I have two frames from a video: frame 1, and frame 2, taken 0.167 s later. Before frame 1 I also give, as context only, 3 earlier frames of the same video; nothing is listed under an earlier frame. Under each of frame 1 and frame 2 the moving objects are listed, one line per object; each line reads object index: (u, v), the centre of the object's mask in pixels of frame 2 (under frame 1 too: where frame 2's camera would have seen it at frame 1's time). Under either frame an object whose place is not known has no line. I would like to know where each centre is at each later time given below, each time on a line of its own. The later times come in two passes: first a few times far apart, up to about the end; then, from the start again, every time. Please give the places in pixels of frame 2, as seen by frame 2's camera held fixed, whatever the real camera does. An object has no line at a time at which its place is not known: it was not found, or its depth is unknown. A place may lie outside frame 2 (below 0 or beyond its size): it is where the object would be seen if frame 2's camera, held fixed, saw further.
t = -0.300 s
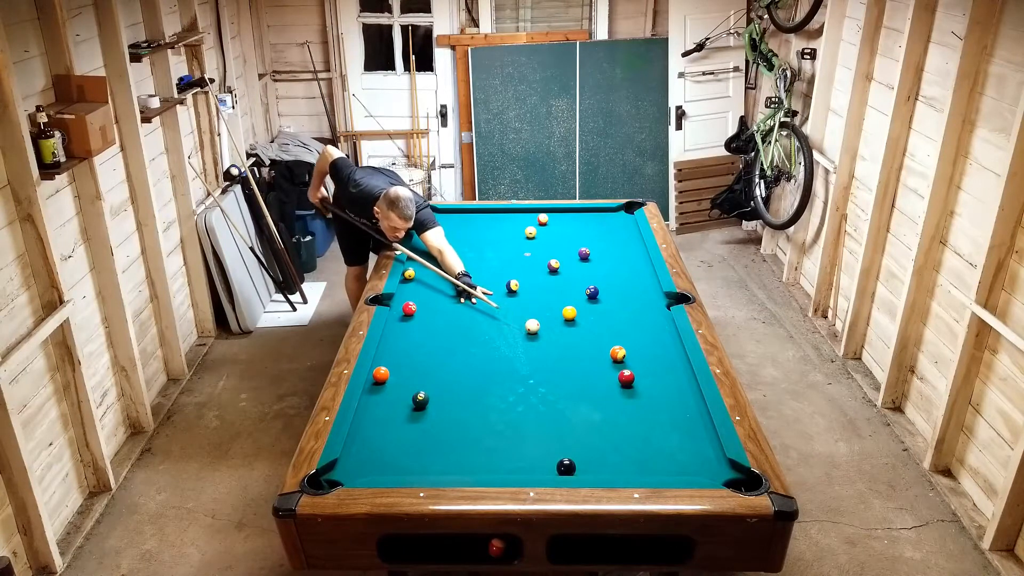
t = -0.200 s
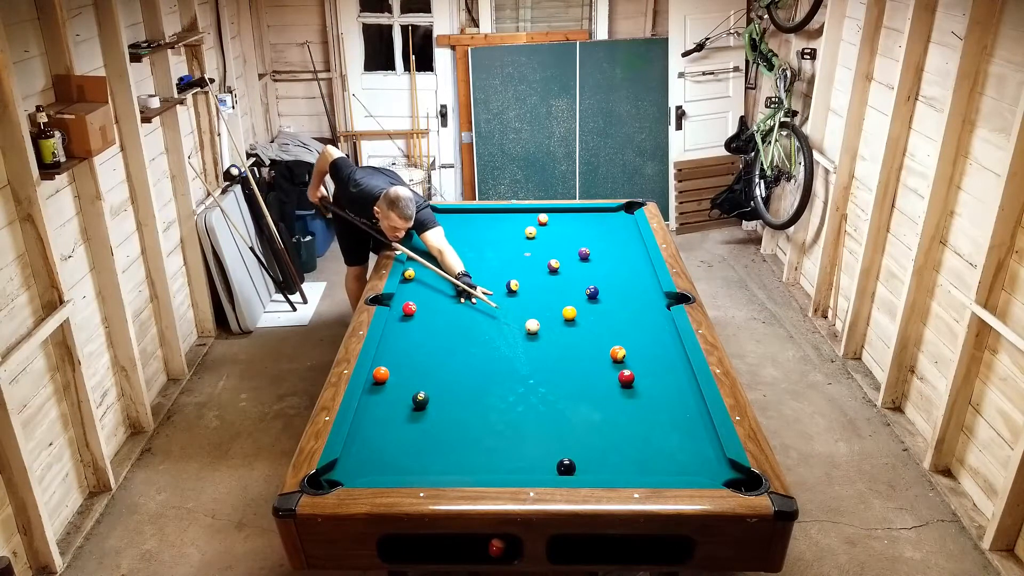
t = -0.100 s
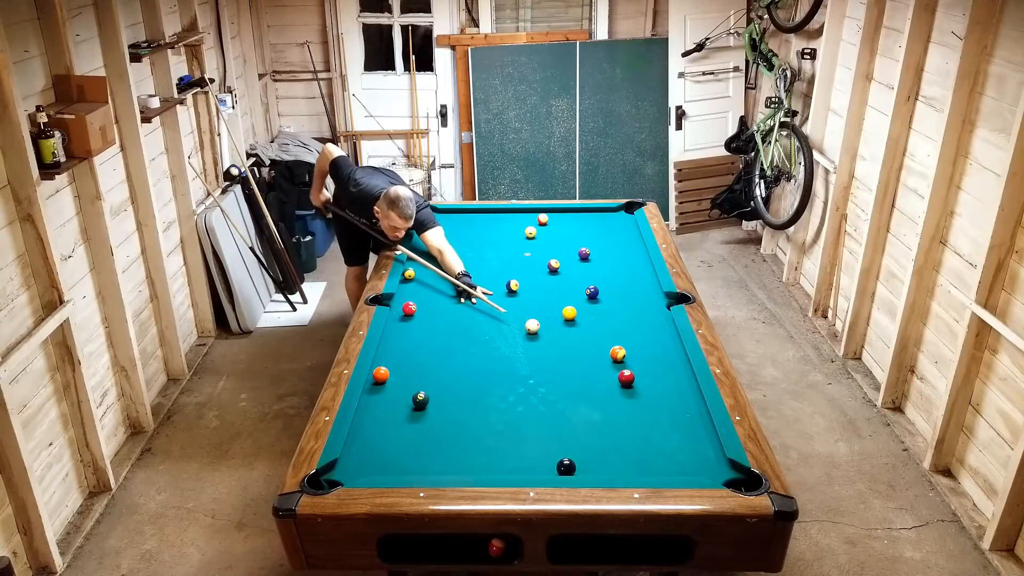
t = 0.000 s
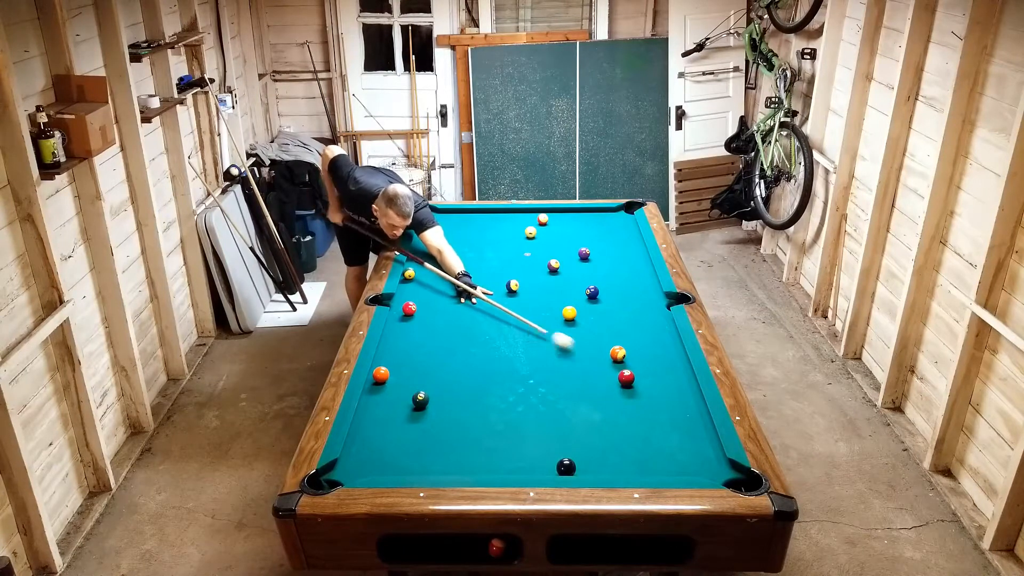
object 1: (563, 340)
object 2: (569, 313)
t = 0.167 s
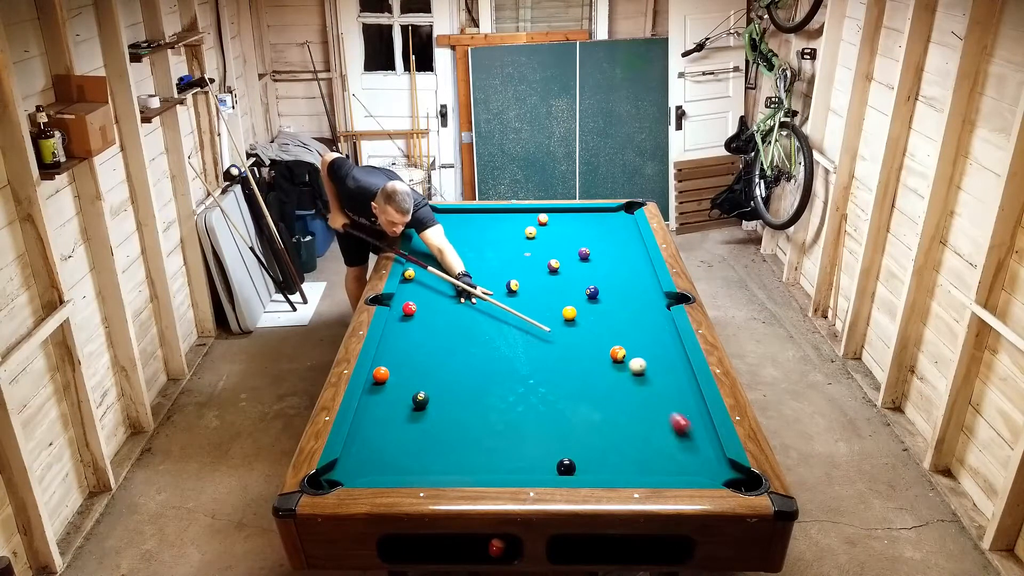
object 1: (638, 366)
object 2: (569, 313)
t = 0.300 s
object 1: (662, 362)
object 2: (569, 313)
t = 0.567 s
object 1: (662, 350)
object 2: (569, 313)
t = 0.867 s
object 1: (632, 336)
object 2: (569, 313)
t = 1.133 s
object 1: (608, 325)
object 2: (569, 313)
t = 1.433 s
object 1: (585, 314)
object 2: (569, 313)
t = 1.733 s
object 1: (579, 305)
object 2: (558, 312)
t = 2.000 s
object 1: (576, 299)
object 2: (549, 311)
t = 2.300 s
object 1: (573, 292)
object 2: (542, 311)
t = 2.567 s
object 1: (572, 287)
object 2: (538, 311)
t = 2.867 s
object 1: (570, 282)
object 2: (534, 311)
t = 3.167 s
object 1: (570, 279)
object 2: (534, 311)
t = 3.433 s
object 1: (570, 277)
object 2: (534, 311)
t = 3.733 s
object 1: (570, 275)
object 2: (534, 311)
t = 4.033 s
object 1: (571, 274)
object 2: (534, 311)
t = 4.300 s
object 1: (571, 273)
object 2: (534, 311)
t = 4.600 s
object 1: (571, 273)
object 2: (534, 311)
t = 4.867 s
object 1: (571, 273)
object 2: (534, 311)
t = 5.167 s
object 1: (571, 273)
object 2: (534, 311)
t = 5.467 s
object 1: (571, 273)
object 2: (534, 311)
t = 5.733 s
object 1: (571, 273)
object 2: (534, 311)
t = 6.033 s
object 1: (571, 273)
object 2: (534, 311)
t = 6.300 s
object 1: (571, 273)
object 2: (534, 311)
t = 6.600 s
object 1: (571, 273)
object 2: (534, 311)
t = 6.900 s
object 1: (571, 273)
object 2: (534, 311)
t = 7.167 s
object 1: (571, 273)
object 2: (534, 311)
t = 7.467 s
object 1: (571, 273)
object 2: (534, 311)
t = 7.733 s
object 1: (571, 273)
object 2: (534, 311)
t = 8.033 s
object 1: (571, 273)
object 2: (534, 311)
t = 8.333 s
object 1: (571, 273)
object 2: (534, 311)
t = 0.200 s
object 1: (644, 365)
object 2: (569, 313)
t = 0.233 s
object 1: (650, 364)
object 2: (569, 313)
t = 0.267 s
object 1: (656, 362)
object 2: (569, 313)
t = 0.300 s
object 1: (662, 362)
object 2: (569, 313)
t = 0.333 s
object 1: (668, 360)
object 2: (569, 313)
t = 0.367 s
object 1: (673, 360)
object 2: (569, 313)
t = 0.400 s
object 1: (679, 358)
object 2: (569, 313)
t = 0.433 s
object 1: (678, 357)
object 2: (569, 313)
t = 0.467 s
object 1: (673, 355)
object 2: (569, 313)
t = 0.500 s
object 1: (670, 353)
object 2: (569, 313)
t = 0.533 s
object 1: (666, 351)
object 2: (569, 313)
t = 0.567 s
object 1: (662, 350)
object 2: (569, 313)
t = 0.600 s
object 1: (659, 349)
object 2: (569, 313)
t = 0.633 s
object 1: (655, 347)
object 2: (569, 313)
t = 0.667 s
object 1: (651, 345)
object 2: (569, 313)
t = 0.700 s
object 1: (648, 344)
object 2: (569, 313)
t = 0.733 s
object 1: (645, 342)
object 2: (569, 313)
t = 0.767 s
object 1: (641, 341)
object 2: (569, 313)
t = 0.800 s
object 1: (638, 339)
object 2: (569, 313)
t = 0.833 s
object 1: (635, 337)
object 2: (569, 313)
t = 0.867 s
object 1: (632, 336)
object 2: (569, 313)
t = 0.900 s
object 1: (629, 335)
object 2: (569, 313)
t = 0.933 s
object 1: (626, 333)
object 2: (569, 313)
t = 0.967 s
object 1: (623, 332)
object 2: (569, 313)
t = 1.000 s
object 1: (620, 331)
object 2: (569, 313)
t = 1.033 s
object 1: (617, 329)
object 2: (569, 313)
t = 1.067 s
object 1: (614, 328)
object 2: (569, 313)
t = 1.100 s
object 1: (611, 327)
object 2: (569, 313)
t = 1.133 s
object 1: (608, 325)
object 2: (569, 313)
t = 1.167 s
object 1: (606, 324)
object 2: (569, 313)
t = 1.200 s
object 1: (603, 323)
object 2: (569, 313)
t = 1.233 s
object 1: (600, 321)
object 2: (569, 313)
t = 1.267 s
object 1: (598, 320)
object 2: (569, 313)
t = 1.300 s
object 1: (595, 319)
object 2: (569, 313)
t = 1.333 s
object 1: (593, 318)
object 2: (569, 313)
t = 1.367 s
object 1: (590, 316)
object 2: (569, 313)
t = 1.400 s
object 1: (588, 315)
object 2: (569, 313)
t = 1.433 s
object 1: (585, 314)
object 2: (569, 313)
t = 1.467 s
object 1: (584, 313)
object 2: (569, 313)
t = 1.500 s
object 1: (583, 312)
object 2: (567, 313)
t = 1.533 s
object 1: (582, 311)
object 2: (566, 312)
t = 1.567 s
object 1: (582, 310)
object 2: (564, 312)
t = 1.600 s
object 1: (581, 309)
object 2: (563, 312)
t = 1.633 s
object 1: (581, 308)
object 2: (562, 312)
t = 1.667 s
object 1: (580, 307)
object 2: (560, 312)
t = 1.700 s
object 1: (580, 306)
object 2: (559, 312)
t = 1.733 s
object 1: (579, 305)
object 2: (558, 312)
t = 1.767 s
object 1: (579, 305)
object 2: (557, 312)
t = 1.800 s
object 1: (578, 304)
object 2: (556, 312)
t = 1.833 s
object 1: (578, 303)
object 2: (554, 312)
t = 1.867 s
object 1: (577, 302)
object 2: (553, 311)
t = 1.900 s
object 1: (577, 301)
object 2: (552, 311)
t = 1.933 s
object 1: (576, 300)
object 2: (551, 311)
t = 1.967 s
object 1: (576, 299)
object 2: (550, 311)
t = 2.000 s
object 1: (576, 299)
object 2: (549, 311)
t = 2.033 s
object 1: (575, 298)
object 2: (548, 311)
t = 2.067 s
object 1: (575, 297)
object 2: (547, 311)
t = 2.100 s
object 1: (575, 296)
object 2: (547, 311)
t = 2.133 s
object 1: (574, 295)
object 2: (546, 311)
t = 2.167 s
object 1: (574, 295)
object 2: (545, 311)
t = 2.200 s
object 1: (574, 294)
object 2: (544, 311)
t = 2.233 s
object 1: (574, 293)
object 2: (543, 311)
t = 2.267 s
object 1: (573, 293)
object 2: (543, 311)
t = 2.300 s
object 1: (573, 292)
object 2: (542, 311)
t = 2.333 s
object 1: (573, 291)
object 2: (541, 311)
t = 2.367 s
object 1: (573, 291)
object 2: (541, 311)
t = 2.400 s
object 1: (573, 290)
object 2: (540, 311)
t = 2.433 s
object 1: (573, 289)
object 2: (540, 311)
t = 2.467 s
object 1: (572, 289)
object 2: (539, 311)
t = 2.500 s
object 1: (572, 288)
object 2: (539, 311)
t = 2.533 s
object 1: (572, 288)
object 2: (538, 311)
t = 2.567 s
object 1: (572, 287)
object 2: (538, 311)
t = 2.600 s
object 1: (571, 287)
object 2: (537, 311)
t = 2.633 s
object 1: (571, 286)
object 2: (537, 311)
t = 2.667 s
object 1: (571, 285)
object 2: (536, 311)
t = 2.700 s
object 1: (571, 285)
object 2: (536, 311)
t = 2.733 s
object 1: (571, 284)
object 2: (535, 311)
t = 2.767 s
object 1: (571, 284)
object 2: (535, 311)
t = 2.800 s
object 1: (571, 283)
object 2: (535, 311)
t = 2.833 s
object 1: (570, 283)
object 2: (535, 311)
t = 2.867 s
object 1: (570, 282)
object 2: (534, 311)
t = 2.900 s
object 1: (570, 282)
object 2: (534, 311)
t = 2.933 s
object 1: (570, 282)
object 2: (534, 311)
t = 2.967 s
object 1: (570, 281)
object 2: (534, 311)
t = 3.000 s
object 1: (570, 281)
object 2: (534, 311)
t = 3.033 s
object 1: (570, 280)
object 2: (534, 311)
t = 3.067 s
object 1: (570, 280)
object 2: (534, 311)
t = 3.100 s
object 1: (570, 280)
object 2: (534, 311)
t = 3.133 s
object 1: (570, 279)
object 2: (534, 311)
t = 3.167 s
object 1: (570, 279)
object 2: (534, 311)
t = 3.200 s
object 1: (570, 279)
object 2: (534, 311)
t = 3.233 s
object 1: (570, 278)
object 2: (534, 311)
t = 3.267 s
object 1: (570, 278)
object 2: (534, 311)
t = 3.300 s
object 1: (570, 278)
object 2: (534, 311)
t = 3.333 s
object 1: (570, 277)
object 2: (534, 311)
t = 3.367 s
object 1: (570, 277)
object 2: (534, 311)
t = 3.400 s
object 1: (570, 277)
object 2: (534, 311)
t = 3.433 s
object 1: (570, 277)
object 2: (534, 311)
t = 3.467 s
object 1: (570, 276)
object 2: (534, 311)
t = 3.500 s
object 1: (570, 276)
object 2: (534, 311)
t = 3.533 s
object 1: (570, 276)
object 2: (534, 311)
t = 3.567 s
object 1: (570, 276)
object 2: (534, 311)
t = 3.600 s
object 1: (570, 276)
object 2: (534, 311)
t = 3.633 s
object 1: (570, 275)
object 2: (534, 311)
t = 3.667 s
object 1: (570, 275)
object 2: (534, 311)
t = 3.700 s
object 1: (570, 275)
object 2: (534, 311)
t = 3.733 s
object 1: (570, 275)
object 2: (534, 311)
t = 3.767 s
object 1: (570, 275)
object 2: (534, 311)
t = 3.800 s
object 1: (570, 274)
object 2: (534, 311)
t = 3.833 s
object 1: (570, 274)
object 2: (534, 311)
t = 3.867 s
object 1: (570, 274)
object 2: (534, 311)
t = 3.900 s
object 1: (570, 274)
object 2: (534, 311)
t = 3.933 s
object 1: (570, 274)
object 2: (534, 311)
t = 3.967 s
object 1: (570, 274)
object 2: (534, 311)
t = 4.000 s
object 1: (571, 274)
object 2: (534, 311)
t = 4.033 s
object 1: (571, 274)
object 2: (534, 311)
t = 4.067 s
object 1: (571, 274)
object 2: (534, 311)
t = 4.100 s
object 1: (571, 273)
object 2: (534, 311)
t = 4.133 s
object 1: (571, 273)
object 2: (534, 311)
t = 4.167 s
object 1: (571, 273)
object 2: (534, 311)
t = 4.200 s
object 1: (571, 273)
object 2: (534, 311)
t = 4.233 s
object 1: (571, 273)
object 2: (534, 311)
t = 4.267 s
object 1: (571, 273)
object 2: (534, 311)
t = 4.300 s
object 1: (571, 273)
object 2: (534, 311)
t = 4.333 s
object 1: (571, 273)
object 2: (534, 311)
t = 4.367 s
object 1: (571, 273)
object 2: (534, 311)
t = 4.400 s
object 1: (571, 273)
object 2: (534, 311)
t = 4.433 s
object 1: (571, 273)
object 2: (534, 311)
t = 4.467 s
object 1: (571, 273)
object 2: (534, 311)
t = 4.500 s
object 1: (571, 273)
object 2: (534, 311)
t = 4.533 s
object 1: (571, 273)
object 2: (534, 311)
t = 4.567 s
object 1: (571, 273)
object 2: (534, 311)
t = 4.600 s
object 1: (571, 273)
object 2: (534, 311)
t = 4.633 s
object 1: (571, 273)
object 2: (534, 311)
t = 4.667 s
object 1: (571, 273)
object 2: (534, 311)
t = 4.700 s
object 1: (571, 273)
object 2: (534, 311)
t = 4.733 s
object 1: (571, 273)
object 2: (534, 311)
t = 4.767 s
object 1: (571, 273)
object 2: (534, 311)
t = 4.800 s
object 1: (571, 273)
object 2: (534, 311)
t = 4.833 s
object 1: (571, 273)
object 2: (534, 311)
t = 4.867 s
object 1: (571, 273)
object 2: (534, 311)
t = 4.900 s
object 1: (571, 273)
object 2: (534, 311)
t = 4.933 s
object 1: (571, 273)
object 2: (534, 311)
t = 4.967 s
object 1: (571, 273)
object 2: (534, 311)
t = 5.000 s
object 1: (571, 273)
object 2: (534, 311)
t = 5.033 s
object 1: (571, 273)
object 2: (534, 311)
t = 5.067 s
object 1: (571, 273)
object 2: (534, 311)
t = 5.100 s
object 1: (571, 273)
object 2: (534, 311)
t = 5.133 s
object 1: (571, 273)
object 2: (534, 311)
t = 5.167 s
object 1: (571, 273)
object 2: (534, 311)
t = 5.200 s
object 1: (571, 273)
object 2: (534, 311)
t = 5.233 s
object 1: (571, 273)
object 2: (534, 311)
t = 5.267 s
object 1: (571, 273)
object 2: (534, 311)
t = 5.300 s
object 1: (571, 273)
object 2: (534, 311)
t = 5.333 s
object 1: (571, 273)
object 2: (534, 311)
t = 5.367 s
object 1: (571, 273)
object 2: (534, 311)
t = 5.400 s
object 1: (571, 273)
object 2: (534, 311)
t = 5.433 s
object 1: (571, 273)
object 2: (534, 311)
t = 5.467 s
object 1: (571, 273)
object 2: (534, 311)
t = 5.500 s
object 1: (571, 273)
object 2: (534, 311)
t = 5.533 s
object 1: (571, 273)
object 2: (534, 311)
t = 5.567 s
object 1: (571, 273)
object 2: (534, 311)
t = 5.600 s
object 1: (571, 273)
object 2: (534, 311)
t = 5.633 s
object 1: (571, 273)
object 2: (534, 311)
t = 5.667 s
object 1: (571, 273)
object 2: (534, 311)
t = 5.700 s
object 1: (571, 273)
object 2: (534, 311)
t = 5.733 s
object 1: (571, 273)
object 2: (534, 311)
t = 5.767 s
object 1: (571, 273)
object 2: (534, 311)
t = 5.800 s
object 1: (571, 273)
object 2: (534, 311)
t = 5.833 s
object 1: (571, 273)
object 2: (534, 311)
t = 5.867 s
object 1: (571, 273)
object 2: (534, 311)
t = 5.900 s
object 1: (571, 273)
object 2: (534, 311)
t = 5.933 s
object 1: (571, 273)
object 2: (534, 311)
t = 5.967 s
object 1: (571, 273)
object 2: (534, 311)
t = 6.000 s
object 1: (571, 273)
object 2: (534, 311)
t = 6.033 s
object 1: (571, 273)
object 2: (534, 311)
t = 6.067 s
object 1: (571, 273)
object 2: (534, 311)
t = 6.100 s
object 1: (571, 273)
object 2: (534, 311)
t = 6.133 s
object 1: (571, 273)
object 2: (534, 311)
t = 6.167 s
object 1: (571, 273)
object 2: (534, 311)
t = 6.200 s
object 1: (571, 273)
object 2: (534, 311)
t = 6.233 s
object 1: (571, 273)
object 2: (534, 311)
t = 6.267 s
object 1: (571, 273)
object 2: (534, 311)
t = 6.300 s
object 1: (571, 273)
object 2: (534, 311)
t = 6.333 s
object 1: (571, 273)
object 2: (534, 311)
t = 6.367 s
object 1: (571, 273)
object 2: (534, 311)
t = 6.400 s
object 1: (571, 273)
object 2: (534, 311)
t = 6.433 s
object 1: (571, 273)
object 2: (534, 311)
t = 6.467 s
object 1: (571, 273)
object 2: (534, 311)
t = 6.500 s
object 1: (571, 273)
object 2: (534, 311)
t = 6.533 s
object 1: (571, 273)
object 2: (534, 311)
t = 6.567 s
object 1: (571, 273)
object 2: (534, 311)
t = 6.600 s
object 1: (571, 273)
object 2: (534, 311)
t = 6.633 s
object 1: (571, 273)
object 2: (534, 311)
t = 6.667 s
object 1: (571, 273)
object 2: (534, 311)
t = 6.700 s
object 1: (571, 273)
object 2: (534, 311)
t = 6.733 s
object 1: (571, 273)
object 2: (534, 311)
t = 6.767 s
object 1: (571, 273)
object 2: (534, 311)
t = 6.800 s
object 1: (571, 273)
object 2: (534, 311)
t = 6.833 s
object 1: (571, 273)
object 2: (534, 311)
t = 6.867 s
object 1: (571, 273)
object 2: (534, 311)
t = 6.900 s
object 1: (571, 273)
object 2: (534, 311)
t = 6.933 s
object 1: (571, 273)
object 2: (534, 311)
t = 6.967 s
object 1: (571, 273)
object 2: (534, 311)
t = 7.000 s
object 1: (571, 273)
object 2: (534, 311)
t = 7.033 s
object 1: (571, 273)
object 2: (534, 311)
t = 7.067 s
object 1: (571, 273)
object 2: (534, 311)
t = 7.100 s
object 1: (571, 273)
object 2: (534, 311)
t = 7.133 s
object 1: (571, 273)
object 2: (534, 311)
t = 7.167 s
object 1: (571, 273)
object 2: (534, 311)
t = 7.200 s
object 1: (571, 273)
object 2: (534, 311)
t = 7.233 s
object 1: (571, 273)
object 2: (534, 311)
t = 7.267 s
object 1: (571, 273)
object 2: (534, 311)
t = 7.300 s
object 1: (571, 273)
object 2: (534, 311)
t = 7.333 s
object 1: (571, 273)
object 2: (534, 311)
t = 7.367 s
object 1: (571, 273)
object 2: (534, 311)
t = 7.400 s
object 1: (571, 273)
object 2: (534, 311)
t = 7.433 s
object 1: (571, 273)
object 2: (534, 311)
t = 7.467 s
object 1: (571, 273)
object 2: (534, 311)
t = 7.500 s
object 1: (571, 273)
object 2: (534, 311)
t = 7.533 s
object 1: (571, 273)
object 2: (534, 311)
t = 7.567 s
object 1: (571, 273)
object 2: (534, 311)
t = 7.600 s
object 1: (571, 273)
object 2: (534, 311)
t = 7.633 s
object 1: (571, 273)
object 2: (534, 311)
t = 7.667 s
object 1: (571, 273)
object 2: (534, 311)
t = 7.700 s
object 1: (571, 273)
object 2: (534, 311)
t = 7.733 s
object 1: (571, 273)
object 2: (534, 311)
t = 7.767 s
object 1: (571, 273)
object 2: (534, 311)
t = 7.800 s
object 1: (571, 273)
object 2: (534, 311)
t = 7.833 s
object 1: (571, 273)
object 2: (534, 311)
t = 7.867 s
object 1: (571, 273)
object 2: (534, 311)
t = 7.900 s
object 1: (571, 273)
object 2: (534, 311)
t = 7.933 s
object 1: (571, 273)
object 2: (534, 311)
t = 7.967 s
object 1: (571, 273)
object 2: (534, 311)
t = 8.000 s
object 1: (571, 273)
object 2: (534, 311)
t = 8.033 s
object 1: (571, 273)
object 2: (534, 311)
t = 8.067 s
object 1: (571, 273)
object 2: (534, 311)
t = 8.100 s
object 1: (571, 273)
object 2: (534, 311)
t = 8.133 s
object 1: (571, 273)
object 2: (534, 311)
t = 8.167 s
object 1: (571, 273)
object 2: (534, 311)
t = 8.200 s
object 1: (571, 273)
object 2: (534, 311)
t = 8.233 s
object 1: (571, 273)
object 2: (534, 311)
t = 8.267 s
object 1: (571, 273)
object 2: (534, 311)
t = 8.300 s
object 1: (571, 273)
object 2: (534, 311)
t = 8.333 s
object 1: (571, 273)
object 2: (534, 311)
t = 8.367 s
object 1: (571, 273)
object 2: (534, 311)
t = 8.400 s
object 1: (571, 273)
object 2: (534, 311)
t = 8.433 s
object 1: (571, 273)
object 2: (534, 311)
